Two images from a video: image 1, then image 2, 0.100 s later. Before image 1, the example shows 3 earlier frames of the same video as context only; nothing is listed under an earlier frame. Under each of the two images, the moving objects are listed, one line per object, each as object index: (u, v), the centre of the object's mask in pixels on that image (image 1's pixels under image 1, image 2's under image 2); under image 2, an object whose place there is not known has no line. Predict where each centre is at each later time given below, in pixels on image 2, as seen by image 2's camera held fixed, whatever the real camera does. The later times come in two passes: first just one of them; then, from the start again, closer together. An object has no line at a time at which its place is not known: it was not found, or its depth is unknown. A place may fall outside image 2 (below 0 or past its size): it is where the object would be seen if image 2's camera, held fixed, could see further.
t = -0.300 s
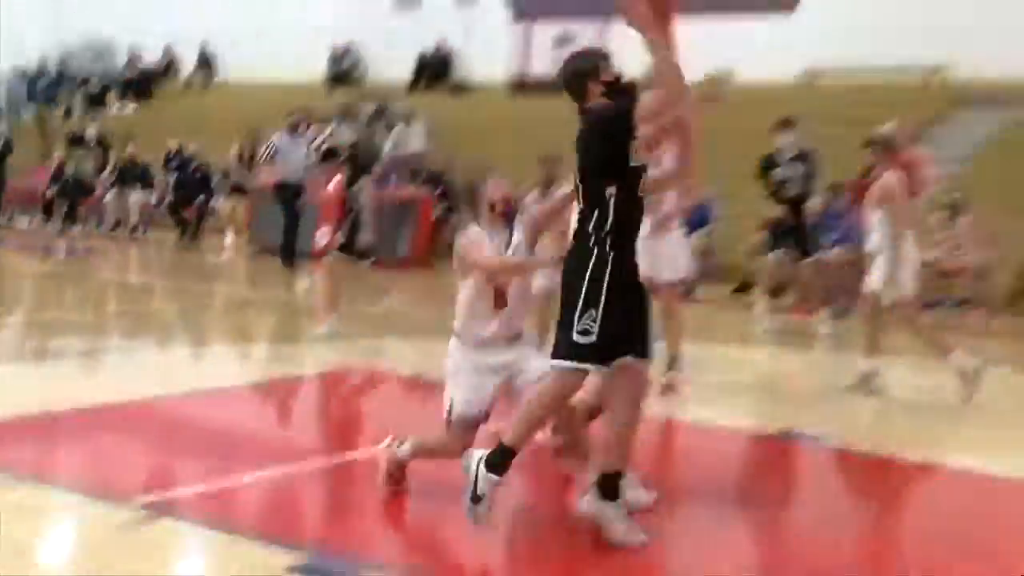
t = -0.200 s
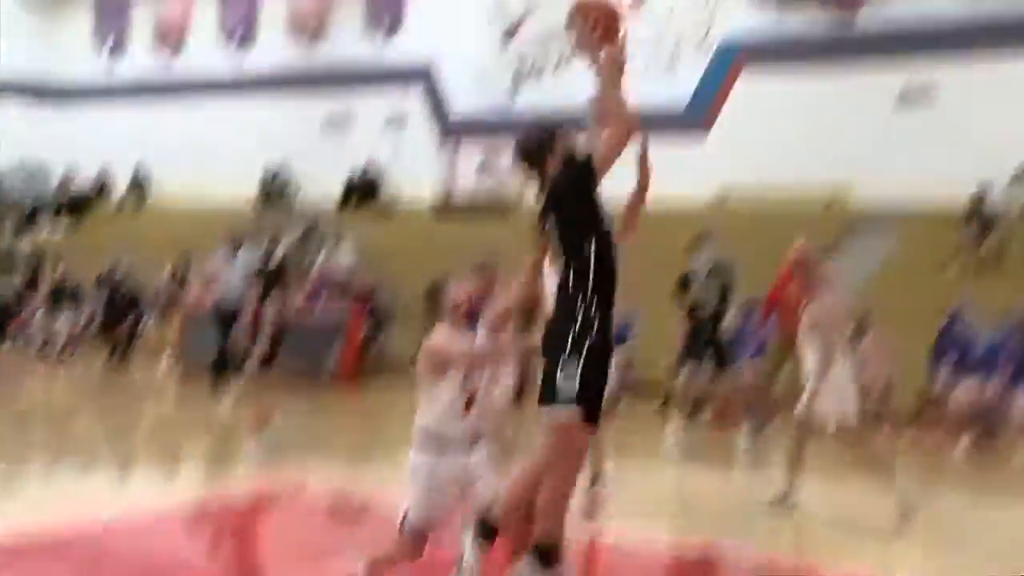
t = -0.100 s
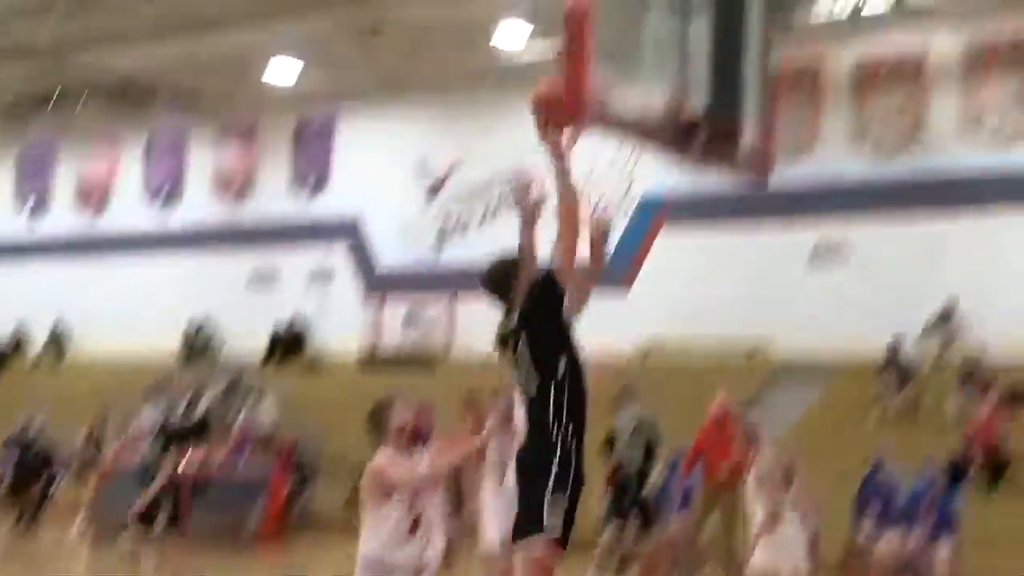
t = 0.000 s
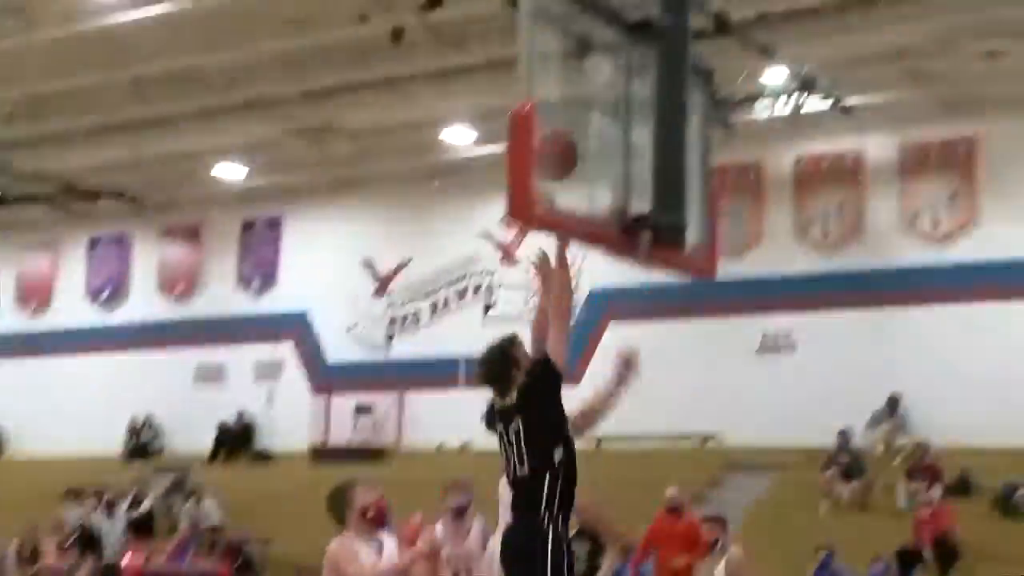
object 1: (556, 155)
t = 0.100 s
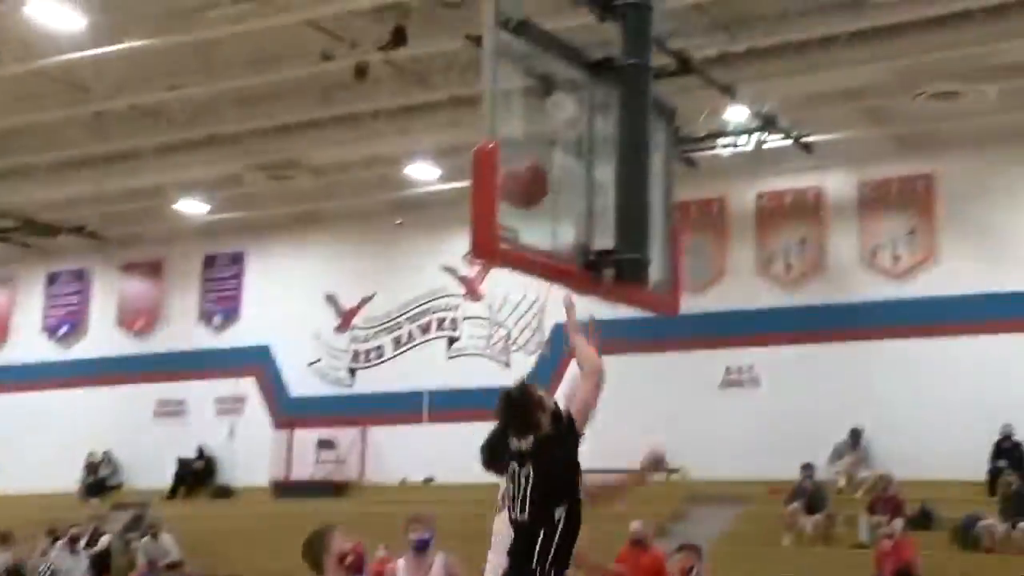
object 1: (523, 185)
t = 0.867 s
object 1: (486, 463)
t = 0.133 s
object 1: (523, 189)
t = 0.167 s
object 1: (522, 192)
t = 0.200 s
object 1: (521, 198)
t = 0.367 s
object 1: (503, 283)
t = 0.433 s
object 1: (493, 295)
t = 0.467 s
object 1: (490, 309)
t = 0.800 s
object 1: (491, 414)
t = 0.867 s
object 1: (486, 463)
